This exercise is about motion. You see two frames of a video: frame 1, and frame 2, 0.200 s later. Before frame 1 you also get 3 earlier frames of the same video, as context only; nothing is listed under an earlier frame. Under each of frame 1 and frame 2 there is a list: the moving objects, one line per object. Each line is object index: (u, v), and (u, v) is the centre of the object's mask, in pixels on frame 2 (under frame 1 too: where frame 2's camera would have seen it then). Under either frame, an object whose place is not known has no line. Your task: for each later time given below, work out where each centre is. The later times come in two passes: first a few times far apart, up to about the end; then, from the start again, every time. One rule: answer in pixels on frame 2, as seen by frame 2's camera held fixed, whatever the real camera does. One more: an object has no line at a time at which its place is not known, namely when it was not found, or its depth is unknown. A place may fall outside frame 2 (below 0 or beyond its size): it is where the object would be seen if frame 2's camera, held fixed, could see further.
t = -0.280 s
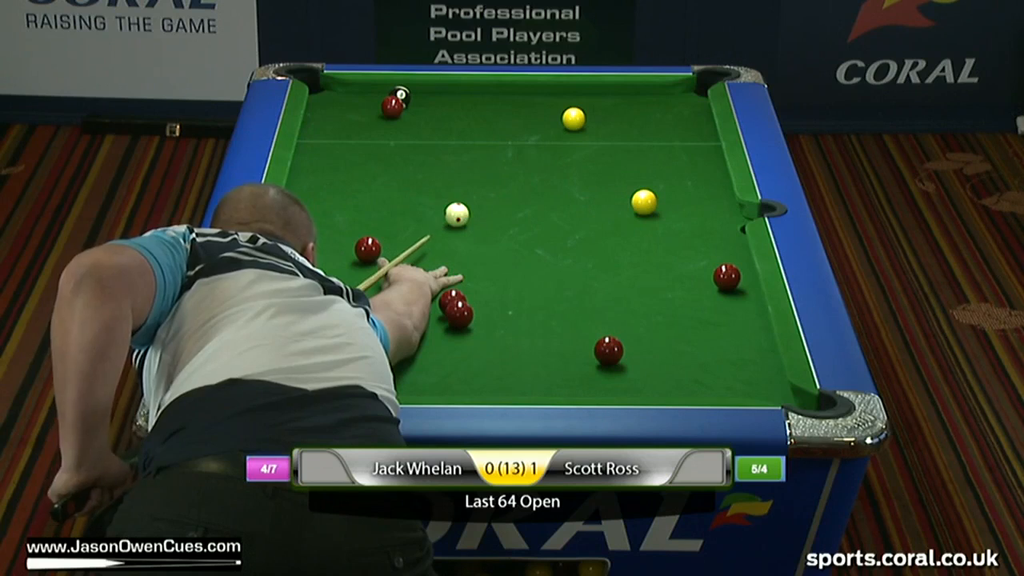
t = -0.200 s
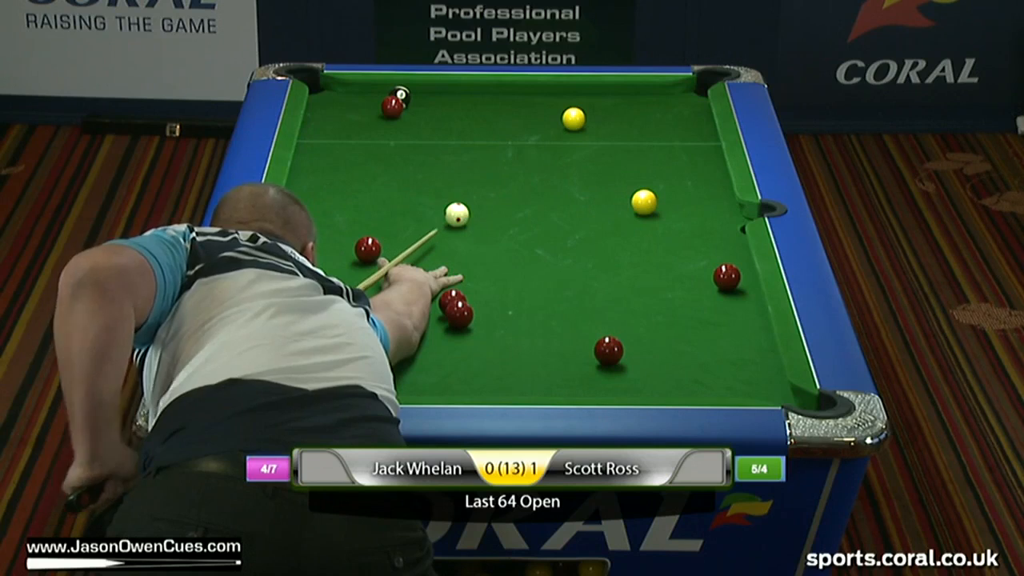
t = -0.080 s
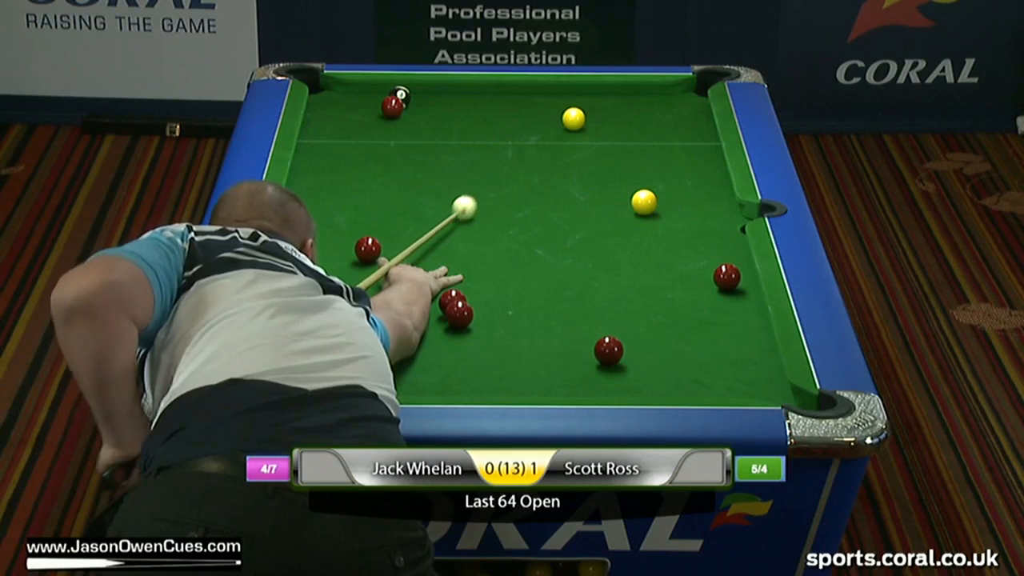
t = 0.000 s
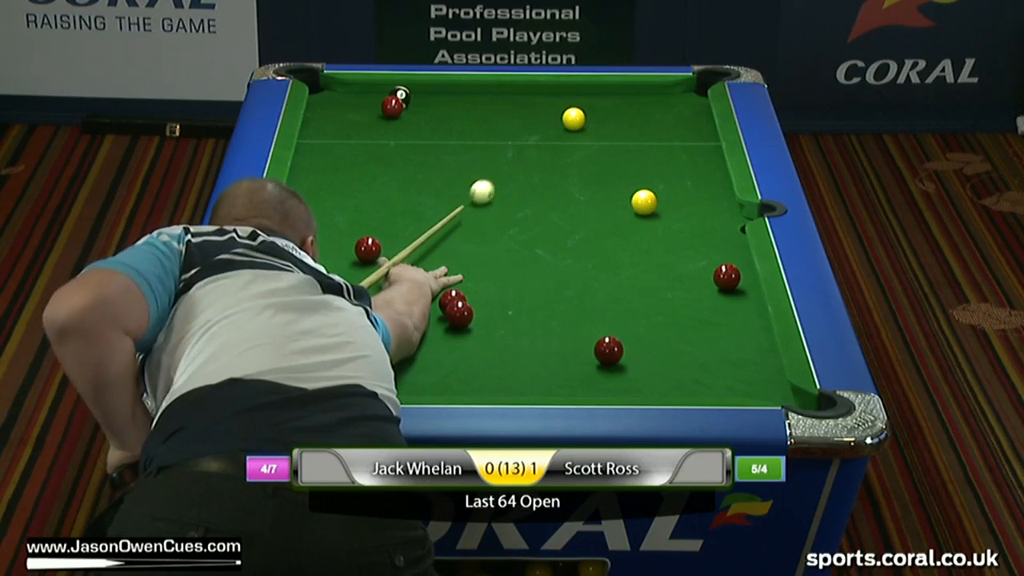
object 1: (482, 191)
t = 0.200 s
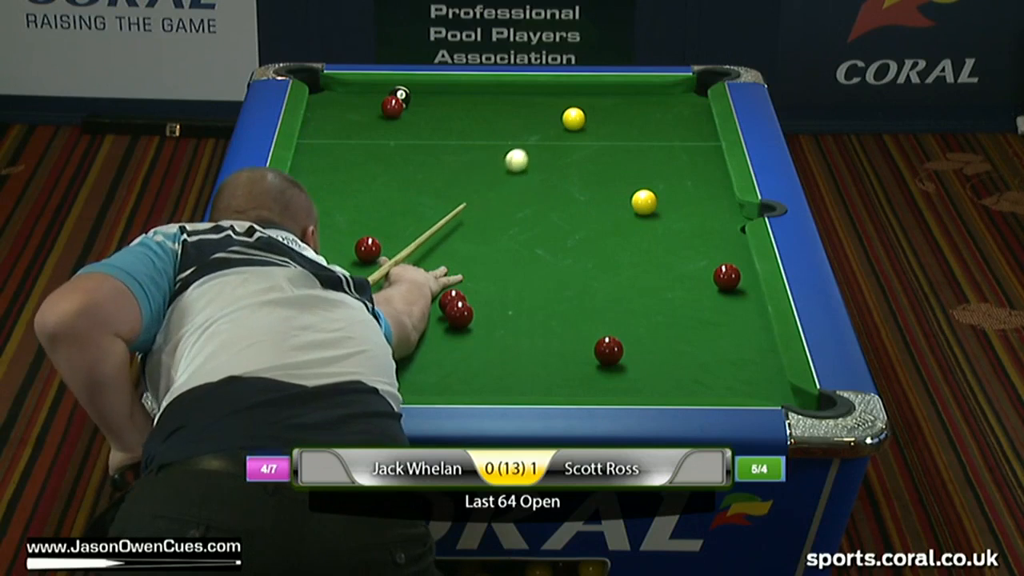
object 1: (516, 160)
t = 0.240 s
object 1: (523, 154)
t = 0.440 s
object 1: (553, 127)
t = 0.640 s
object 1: (538, 114)
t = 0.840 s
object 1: (522, 102)
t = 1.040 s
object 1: (506, 92)
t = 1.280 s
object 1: (492, 92)
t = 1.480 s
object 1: (482, 98)
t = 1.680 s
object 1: (473, 104)
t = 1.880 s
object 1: (464, 109)
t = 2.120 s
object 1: (455, 115)
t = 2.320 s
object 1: (447, 119)
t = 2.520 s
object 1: (441, 123)
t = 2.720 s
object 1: (435, 127)
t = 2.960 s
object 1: (428, 131)
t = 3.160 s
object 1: (423, 134)
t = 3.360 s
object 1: (419, 136)
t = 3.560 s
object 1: (416, 138)
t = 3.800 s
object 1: (413, 140)
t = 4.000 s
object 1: (411, 141)
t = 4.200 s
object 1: (411, 141)
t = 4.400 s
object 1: (411, 142)
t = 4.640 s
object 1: (411, 142)
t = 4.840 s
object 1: (411, 142)
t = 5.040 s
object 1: (411, 142)
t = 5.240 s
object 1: (411, 142)
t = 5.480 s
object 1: (411, 142)
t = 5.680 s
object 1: (411, 142)
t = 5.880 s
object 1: (411, 142)
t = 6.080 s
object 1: (411, 142)
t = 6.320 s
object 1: (411, 142)
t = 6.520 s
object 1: (411, 142)
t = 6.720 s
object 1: (411, 142)
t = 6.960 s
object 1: (411, 142)
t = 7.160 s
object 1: (411, 142)
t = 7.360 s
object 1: (411, 142)
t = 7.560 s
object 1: (411, 142)
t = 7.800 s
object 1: (411, 142)
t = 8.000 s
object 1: (411, 142)
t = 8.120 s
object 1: (411, 142)
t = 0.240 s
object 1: (523, 154)
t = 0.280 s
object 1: (529, 148)
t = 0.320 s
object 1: (535, 143)
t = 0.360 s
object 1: (541, 137)
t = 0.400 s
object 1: (547, 132)
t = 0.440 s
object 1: (553, 127)
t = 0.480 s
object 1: (555, 123)
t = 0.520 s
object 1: (549, 121)
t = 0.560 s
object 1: (545, 119)
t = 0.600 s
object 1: (542, 116)
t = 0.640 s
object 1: (538, 114)
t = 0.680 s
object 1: (535, 112)
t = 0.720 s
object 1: (531, 109)
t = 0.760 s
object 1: (528, 107)
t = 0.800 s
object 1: (525, 104)
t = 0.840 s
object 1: (522, 102)
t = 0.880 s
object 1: (518, 100)
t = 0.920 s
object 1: (515, 98)
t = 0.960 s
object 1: (512, 96)
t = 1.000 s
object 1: (509, 94)
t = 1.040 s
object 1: (506, 92)
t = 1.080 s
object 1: (503, 90)
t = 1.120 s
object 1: (501, 88)
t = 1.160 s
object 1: (498, 88)
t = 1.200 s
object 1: (496, 89)
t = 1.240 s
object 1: (494, 91)
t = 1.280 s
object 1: (492, 92)
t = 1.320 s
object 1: (490, 93)
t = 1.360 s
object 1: (488, 94)
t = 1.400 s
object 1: (486, 95)
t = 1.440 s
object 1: (484, 97)
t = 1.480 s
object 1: (482, 98)
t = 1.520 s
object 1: (480, 99)
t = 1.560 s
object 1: (478, 100)
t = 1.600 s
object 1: (476, 101)
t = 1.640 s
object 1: (474, 102)
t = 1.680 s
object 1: (473, 104)
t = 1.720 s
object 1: (471, 105)
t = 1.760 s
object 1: (469, 106)
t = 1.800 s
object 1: (467, 107)
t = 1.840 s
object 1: (466, 108)
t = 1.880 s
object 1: (464, 109)
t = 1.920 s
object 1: (462, 110)
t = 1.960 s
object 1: (461, 111)
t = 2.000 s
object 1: (459, 112)
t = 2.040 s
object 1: (458, 113)
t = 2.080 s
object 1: (456, 114)
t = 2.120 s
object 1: (455, 115)
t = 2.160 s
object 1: (453, 116)
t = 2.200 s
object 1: (452, 116)
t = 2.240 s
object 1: (450, 117)
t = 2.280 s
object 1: (449, 118)
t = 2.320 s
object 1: (447, 119)
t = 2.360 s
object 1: (446, 120)
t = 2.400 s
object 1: (445, 121)
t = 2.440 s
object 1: (443, 122)
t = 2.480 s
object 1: (442, 122)
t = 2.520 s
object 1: (441, 123)
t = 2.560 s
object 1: (440, 124)
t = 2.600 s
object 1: (439, 125)
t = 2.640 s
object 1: (437, 126)
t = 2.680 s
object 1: (436, 126)
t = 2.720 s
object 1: (435, 127)
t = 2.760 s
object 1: (434, 128)
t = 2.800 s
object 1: (433, 128)
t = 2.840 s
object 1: (431, 129)
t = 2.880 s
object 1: (430, 130)
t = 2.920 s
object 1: (429, 130)
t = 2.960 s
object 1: (428, 131)
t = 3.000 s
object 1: (427, 131)
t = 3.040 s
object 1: (426, 132)
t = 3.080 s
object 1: (425, 133)
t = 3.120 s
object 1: (424, 133)
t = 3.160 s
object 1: (423, 134)
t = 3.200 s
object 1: (422, 134)
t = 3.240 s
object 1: (422, 135)
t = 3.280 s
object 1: (421, 135)
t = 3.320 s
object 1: (420, 136)
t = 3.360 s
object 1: (419, 136)
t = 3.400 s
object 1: (418, 136)
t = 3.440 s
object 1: (418, 137)
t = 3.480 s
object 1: (417, 137)
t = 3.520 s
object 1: (417, 138)
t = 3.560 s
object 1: (416, 138)
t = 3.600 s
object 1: (415, 138)
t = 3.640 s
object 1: (415, 139)
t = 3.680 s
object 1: (414, 139)
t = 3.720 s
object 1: (414, 139)
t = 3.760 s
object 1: (413, 140)
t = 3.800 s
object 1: (413, 140)
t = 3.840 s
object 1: (412, 140)
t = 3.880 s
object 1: (412, 140)
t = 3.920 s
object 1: (412, 140)
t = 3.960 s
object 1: (411, 141)
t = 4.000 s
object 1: (411, 141)
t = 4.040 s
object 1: (411, 141)
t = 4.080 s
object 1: (411, 141)
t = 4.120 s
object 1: (411, 141)
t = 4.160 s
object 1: (411, 141)
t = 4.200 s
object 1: (411, 141)
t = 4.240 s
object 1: (410, 142)
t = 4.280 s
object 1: (410, 142)
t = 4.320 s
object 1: (411, 142)
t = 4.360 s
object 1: (411, 142)
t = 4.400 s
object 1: (411, 142)
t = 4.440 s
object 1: (411, 142)
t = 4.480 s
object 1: (411, 142)
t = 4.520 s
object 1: (411, 142)
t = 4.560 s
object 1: (411, 142)
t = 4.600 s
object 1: (411, 142)
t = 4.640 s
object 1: (411, 142)
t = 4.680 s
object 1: (411, 142)
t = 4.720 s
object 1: (411, 142)
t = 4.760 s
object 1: (411, 141)
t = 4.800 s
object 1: (411, 142)
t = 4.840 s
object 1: (411, 142)
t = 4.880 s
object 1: (411, 142)
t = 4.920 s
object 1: (411, 142)
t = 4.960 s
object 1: (411, 142)
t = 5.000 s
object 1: (411, 142)
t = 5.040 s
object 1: (411, 142)
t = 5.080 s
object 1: (411, 142)
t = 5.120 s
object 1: (411, 142)
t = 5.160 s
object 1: (411, 142)
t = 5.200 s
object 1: (411, 142)
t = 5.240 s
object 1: (411, 142)
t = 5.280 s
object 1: (411, 142)
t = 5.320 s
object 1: (411, 142)
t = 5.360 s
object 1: (411, 142)
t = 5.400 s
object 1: (411, 142)
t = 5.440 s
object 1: (411, 142)
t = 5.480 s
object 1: (411, 142)
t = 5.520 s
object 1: (411, 142)
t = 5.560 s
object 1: (411, 142)
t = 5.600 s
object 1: (411, 142)
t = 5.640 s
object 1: (411, 142)
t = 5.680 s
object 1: (411, 142)
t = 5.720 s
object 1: (411, 142)
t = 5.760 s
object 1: (411, 142)
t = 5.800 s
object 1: (411, 142)
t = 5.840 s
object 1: (411, 142)
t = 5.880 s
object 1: (411, 142)
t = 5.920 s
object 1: (411, 142)
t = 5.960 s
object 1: (411, 142)
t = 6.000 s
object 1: (411, 142)
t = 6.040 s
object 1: (411, 142)
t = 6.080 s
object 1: (411, 142)
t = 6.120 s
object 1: (411, 142)
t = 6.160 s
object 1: (411, 142)
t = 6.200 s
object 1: (411, 142)
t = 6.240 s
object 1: (411, 142)
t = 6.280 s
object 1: (411, 142)
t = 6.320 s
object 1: (411, 142)
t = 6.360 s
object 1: (411, 142)
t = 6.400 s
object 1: (411, 142)
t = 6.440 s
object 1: (411, 142)
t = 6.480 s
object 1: (411, 142)
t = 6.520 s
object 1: (411, 142)
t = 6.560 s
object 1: (411, 142)
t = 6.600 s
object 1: (411, 142)
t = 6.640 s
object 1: (411, 142)
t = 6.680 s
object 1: (411, 142)
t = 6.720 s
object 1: (411, 142)
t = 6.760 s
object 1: (411, 142)
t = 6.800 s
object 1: (411, 142)
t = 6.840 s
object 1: (411, 142)
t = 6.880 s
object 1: (411, 142)
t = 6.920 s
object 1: (411, 142)
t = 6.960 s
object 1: (411, 142)
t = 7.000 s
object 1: (411, 142)
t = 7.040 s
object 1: (411, 142)
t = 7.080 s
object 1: (411, 142)
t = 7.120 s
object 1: (411, 142)
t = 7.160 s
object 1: (411, 142)
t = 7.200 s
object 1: (411, 142)
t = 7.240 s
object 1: (411, 142)
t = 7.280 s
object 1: (411, 142)
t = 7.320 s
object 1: (411, 142)
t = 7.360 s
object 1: (411, 142)
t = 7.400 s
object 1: (411, 142)
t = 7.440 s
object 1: (411, 142)
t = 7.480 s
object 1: (411, 142)
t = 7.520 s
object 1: (411, 142)
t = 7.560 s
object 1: (411, 142)
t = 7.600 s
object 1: (411, 142)
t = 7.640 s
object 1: (411, 142)
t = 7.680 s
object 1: (411, 142)
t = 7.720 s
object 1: (411, 142)
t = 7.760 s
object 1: (411, 142)
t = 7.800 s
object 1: (411, 142)
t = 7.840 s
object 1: (411, 142)
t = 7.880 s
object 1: (411, 142)
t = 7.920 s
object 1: (411, 142)
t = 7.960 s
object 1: (411, 142)
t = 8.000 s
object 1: (411, 142)
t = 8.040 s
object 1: (411, 142)
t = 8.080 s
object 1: (411, 142)
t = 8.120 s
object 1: (411, 142)
